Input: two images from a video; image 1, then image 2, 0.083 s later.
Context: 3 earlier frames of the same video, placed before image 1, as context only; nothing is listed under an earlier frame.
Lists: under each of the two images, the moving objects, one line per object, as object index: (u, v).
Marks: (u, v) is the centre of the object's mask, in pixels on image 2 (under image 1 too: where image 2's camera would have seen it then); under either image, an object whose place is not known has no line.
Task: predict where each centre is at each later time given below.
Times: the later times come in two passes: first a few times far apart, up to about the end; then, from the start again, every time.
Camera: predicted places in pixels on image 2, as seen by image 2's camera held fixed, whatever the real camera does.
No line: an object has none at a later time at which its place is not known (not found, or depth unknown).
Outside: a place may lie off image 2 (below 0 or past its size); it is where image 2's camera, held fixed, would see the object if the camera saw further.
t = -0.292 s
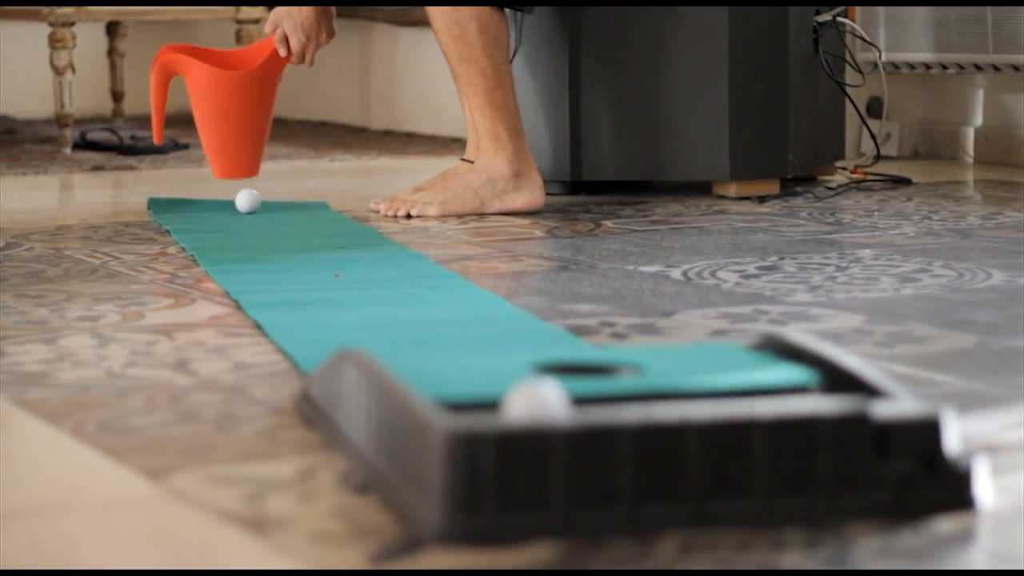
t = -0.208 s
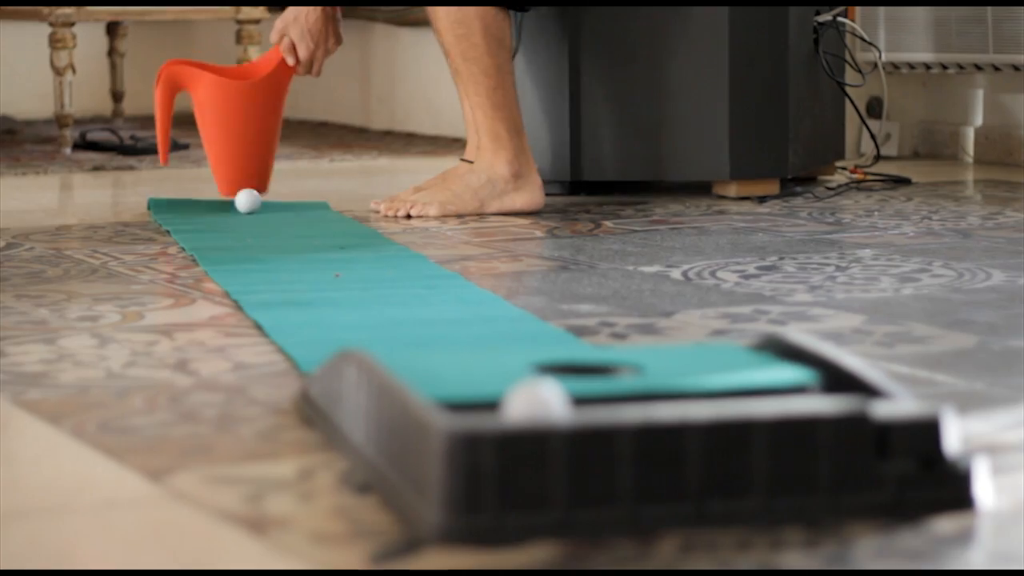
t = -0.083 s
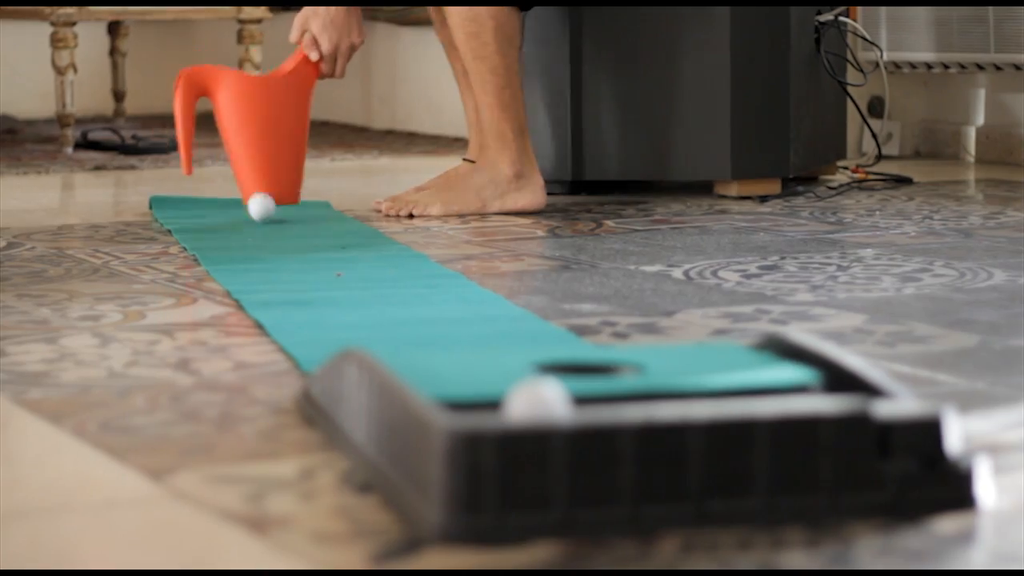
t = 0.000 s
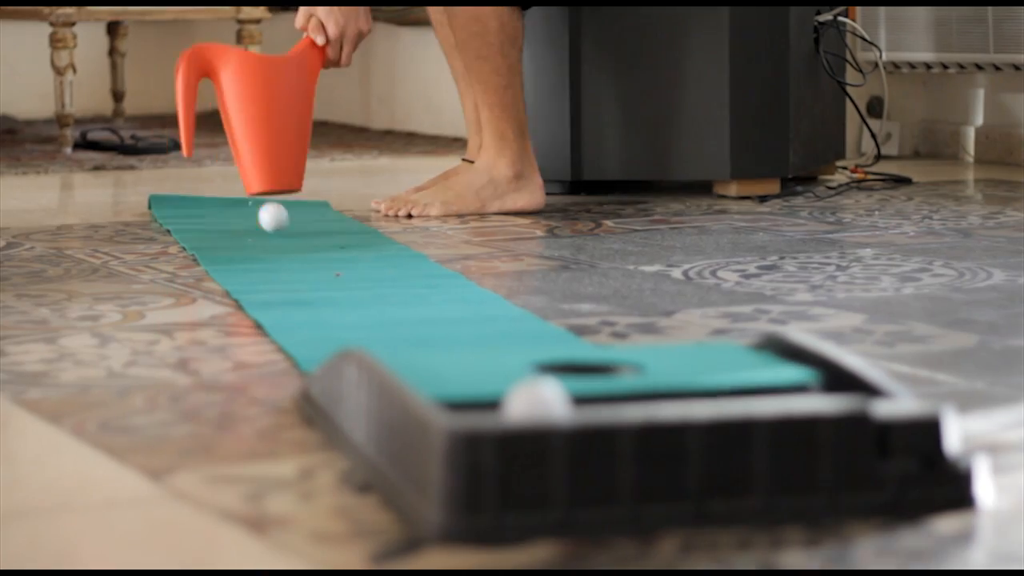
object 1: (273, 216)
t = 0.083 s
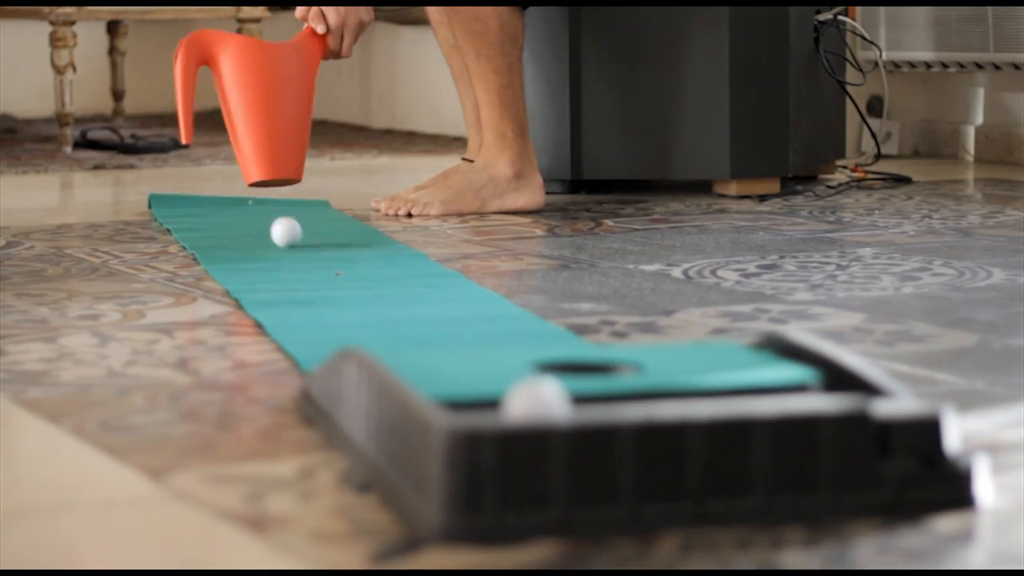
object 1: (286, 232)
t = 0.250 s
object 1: (314, 255)
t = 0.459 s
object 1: (356, 293)
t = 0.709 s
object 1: (422, 345)
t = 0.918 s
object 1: (473, 323)
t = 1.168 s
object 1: (540, 353)
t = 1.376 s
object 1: (572, 357)
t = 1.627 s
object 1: (610, 450)
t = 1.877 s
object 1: (663, 495)
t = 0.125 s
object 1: (292, 237)
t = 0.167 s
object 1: (299, 242)
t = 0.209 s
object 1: (306, 250)
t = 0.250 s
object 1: (314, 255)
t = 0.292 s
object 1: (322, 262)
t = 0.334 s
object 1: (329, 270)
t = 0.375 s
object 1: (338, 276)
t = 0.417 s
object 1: (347, 285)
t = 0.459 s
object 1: (356, 293)
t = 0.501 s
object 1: (366, 302)
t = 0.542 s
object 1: (377, 313)
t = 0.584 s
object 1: (386, 322)
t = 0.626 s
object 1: (399, 330)
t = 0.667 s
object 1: (409, 338)
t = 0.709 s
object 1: (422, 345)
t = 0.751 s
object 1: (433, 345)
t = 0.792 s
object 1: (442, 334)
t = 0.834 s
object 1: (452, 332)
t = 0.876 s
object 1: (463, 328)
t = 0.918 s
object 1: (473, 323)
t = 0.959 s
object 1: (482, 330)
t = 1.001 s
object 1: (493, 341)
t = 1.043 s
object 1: (505, 351)
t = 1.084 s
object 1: (517, 359)
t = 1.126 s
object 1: (528, 367)
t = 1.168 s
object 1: (540, 353)
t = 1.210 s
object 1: (548, 339)
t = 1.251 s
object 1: (557, 344)
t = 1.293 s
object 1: (569, 371)
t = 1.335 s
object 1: (570, 360)
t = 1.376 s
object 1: (572, 357)
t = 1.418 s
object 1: (577, 377)
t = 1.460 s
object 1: (582, 402)
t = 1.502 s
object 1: (587, 441)
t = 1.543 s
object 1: (594, 506)
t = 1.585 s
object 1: (602, 482)
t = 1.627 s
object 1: (610, 450)
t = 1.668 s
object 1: (619, 441)
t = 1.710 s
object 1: (628, 460)
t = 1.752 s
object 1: (636, 508)
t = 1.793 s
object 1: (646, 542)
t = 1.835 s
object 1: (654, 513)
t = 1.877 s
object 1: (663, 495)
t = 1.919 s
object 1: (673, 505)
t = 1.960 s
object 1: (682, 535)
